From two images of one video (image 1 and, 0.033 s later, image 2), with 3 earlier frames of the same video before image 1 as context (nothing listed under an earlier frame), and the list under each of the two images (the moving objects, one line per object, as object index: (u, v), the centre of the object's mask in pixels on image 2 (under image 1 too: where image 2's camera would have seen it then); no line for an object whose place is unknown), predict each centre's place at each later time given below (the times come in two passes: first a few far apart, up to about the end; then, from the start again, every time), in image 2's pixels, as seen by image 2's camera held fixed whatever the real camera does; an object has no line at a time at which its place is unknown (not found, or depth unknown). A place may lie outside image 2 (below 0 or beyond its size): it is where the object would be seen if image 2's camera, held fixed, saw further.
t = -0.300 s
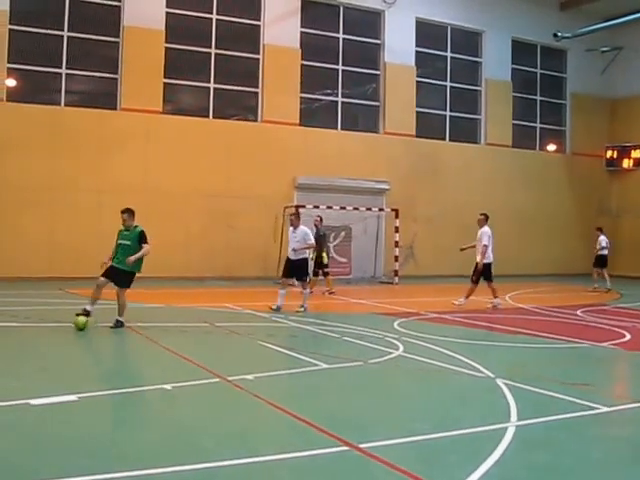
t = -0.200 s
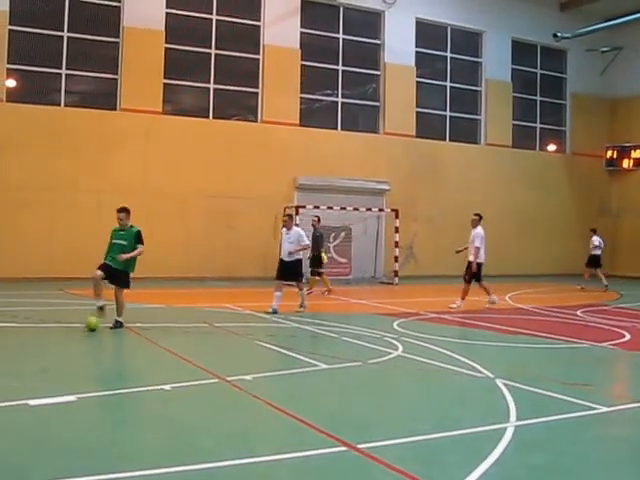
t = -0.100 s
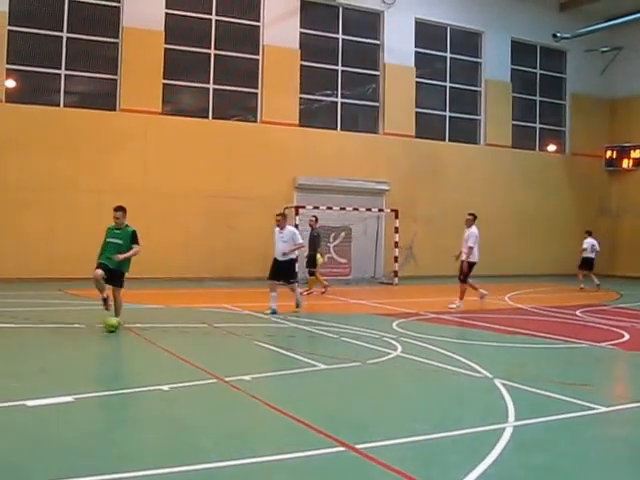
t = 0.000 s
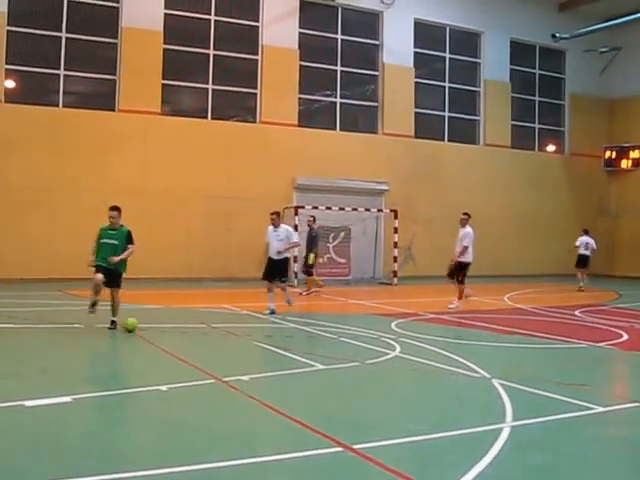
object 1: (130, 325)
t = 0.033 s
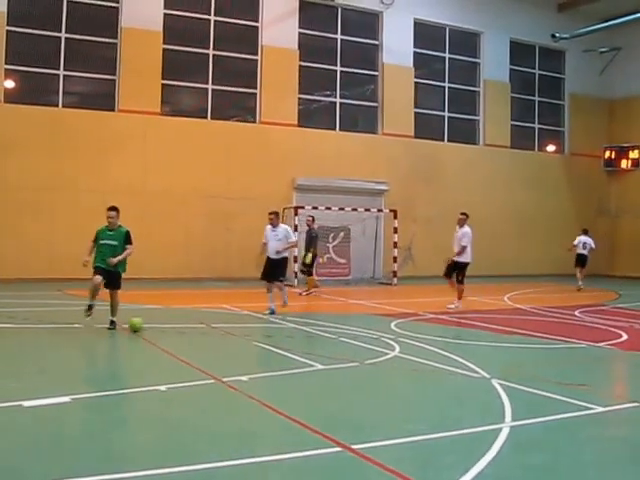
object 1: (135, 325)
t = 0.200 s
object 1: (166, 325)
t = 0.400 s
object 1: (204, 325)
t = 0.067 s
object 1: (141, 325)
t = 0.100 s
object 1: (147, 325)
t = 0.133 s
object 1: (153, 325)
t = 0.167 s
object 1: (160, 325)
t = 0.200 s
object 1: (166, 325)
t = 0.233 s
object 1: (172, 325)
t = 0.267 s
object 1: (178, 325)
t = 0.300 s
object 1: (185, 325)
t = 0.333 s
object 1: (191, 325)
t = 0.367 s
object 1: (197, 325)
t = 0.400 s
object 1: (204, 325)
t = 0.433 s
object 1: (210, 325)
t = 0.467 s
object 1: (216, 325)
